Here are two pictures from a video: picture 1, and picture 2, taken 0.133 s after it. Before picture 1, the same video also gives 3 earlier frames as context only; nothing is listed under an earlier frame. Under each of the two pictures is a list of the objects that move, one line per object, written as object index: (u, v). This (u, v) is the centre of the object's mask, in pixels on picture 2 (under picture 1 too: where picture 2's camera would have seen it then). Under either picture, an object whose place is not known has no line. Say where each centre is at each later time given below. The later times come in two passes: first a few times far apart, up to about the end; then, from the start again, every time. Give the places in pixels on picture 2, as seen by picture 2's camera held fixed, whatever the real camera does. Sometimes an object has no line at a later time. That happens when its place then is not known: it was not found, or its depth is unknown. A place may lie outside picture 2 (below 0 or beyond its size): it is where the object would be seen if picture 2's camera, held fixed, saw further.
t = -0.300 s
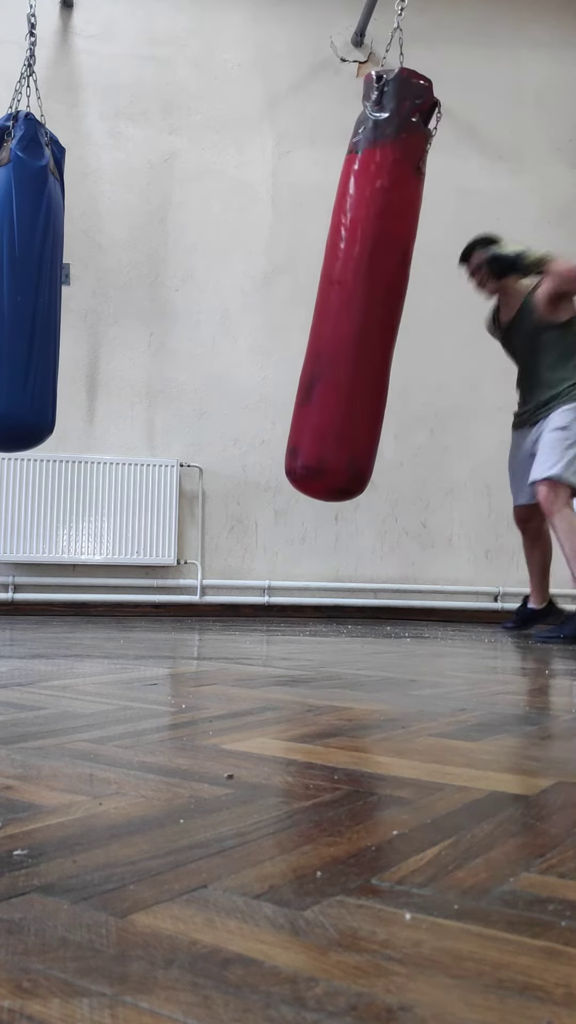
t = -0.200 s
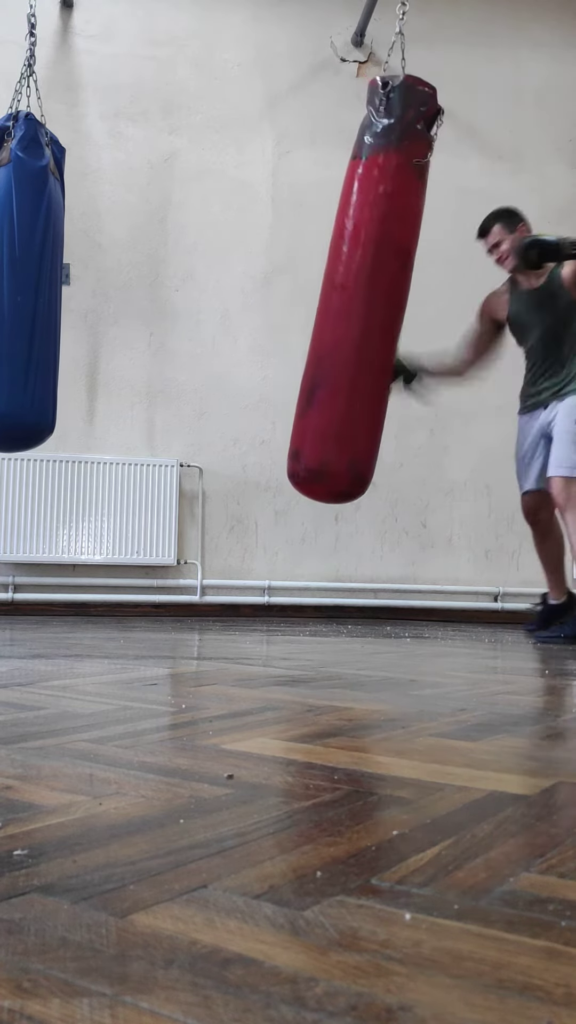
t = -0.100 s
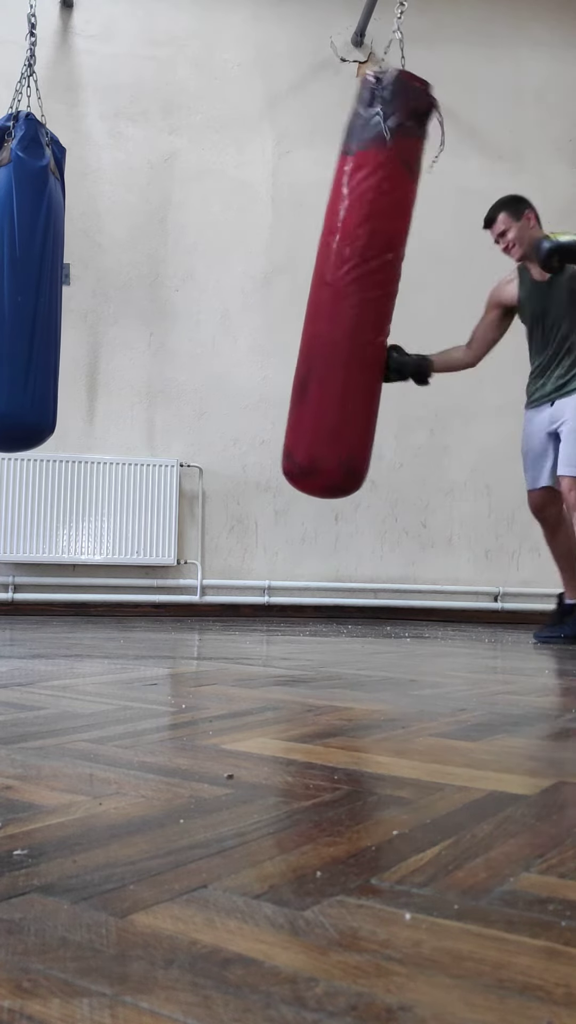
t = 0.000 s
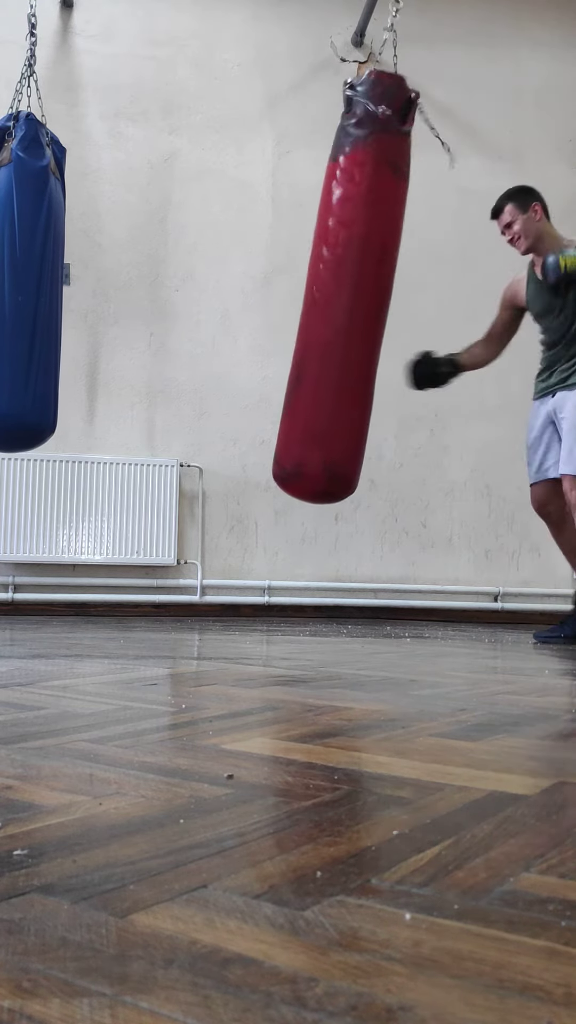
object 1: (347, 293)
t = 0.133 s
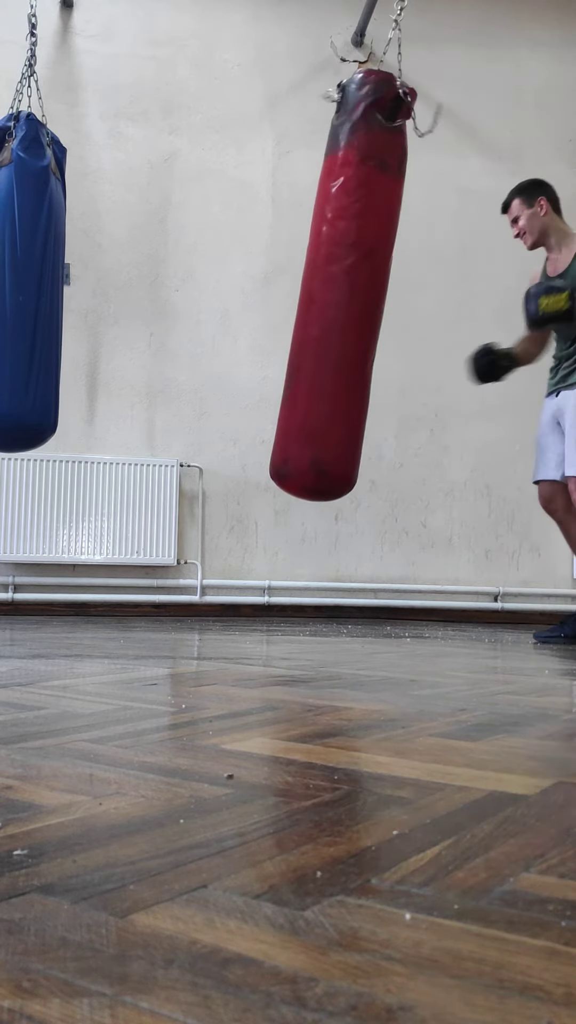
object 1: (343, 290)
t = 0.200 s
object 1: (343, 293)
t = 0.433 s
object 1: (348, 298)
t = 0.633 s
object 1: (368, 301)
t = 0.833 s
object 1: (390, 307)
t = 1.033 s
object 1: (417, 311)
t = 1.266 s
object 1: (445, 316)
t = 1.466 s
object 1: (463, 315)
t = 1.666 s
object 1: (474, 316)
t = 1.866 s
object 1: (472, 317)
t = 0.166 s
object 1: (343, 291)
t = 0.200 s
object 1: (343, 293)
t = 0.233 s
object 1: (342, 294)
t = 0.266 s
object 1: (343, 294)
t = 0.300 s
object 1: (343, 294)
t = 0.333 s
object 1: (344, 295)
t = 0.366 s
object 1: (345, 297)
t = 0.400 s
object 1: (346, 298)
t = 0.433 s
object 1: (348, 298)
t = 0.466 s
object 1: (351, 298)
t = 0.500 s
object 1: (354, 299)
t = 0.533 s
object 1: (358, 299)
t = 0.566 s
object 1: (361, 300)
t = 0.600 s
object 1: (364, 301)
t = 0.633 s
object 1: (368, 301)
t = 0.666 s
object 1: (371, 302)
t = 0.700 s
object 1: (375, 304)
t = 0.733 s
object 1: (378, 306)
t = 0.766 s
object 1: (382, 306)
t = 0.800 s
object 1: (386, 307)
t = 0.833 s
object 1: (390, 307)
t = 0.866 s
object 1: (394, 308)
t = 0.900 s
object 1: (399, 309)
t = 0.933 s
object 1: (403, 309)
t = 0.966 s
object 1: (408, 310)
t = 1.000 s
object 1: (412, 310)
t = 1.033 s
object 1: (417, 311)
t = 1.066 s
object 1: (421, 312)
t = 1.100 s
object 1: (425, 313)
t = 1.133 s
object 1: (430, 313)
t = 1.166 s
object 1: (434, 314)
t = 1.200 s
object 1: (438, 314)
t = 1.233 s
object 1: (441, 315)
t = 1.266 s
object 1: (445, 316)
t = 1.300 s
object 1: (449, 315)
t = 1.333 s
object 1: (452, 315)
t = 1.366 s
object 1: (455, 315)
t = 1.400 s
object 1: (458, 315)
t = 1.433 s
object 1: (460, 315)
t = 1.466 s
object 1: (463, 315)
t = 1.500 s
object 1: (466, 315)
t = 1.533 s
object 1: (468, 316)
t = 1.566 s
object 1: (470, 316)
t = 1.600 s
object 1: (471, 316)
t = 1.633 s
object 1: (473, 316)
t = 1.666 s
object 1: (474, 316)
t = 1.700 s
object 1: (474, 316)
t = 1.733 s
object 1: (474, 317)
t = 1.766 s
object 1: (474, 317)
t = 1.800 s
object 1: (474, 317)
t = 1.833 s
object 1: (473, 317)
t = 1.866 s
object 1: (472, 317)
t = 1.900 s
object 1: (471, 317)
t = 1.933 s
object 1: (470, 317)
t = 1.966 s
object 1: (469, 318)
